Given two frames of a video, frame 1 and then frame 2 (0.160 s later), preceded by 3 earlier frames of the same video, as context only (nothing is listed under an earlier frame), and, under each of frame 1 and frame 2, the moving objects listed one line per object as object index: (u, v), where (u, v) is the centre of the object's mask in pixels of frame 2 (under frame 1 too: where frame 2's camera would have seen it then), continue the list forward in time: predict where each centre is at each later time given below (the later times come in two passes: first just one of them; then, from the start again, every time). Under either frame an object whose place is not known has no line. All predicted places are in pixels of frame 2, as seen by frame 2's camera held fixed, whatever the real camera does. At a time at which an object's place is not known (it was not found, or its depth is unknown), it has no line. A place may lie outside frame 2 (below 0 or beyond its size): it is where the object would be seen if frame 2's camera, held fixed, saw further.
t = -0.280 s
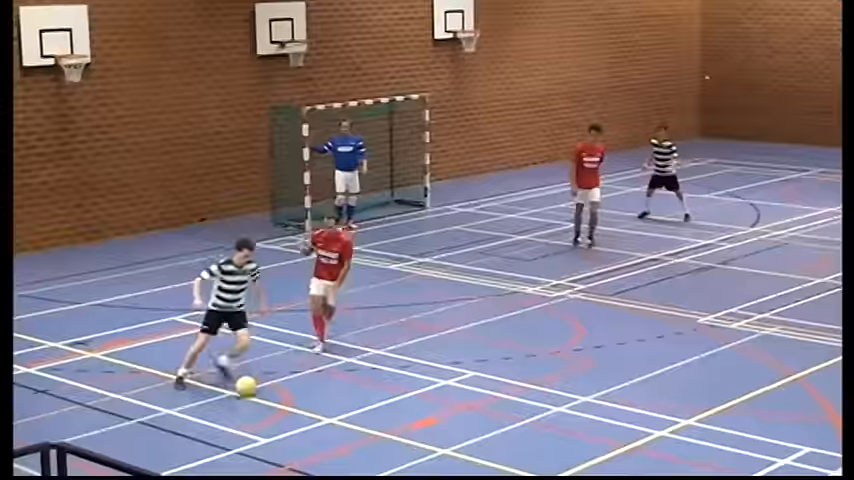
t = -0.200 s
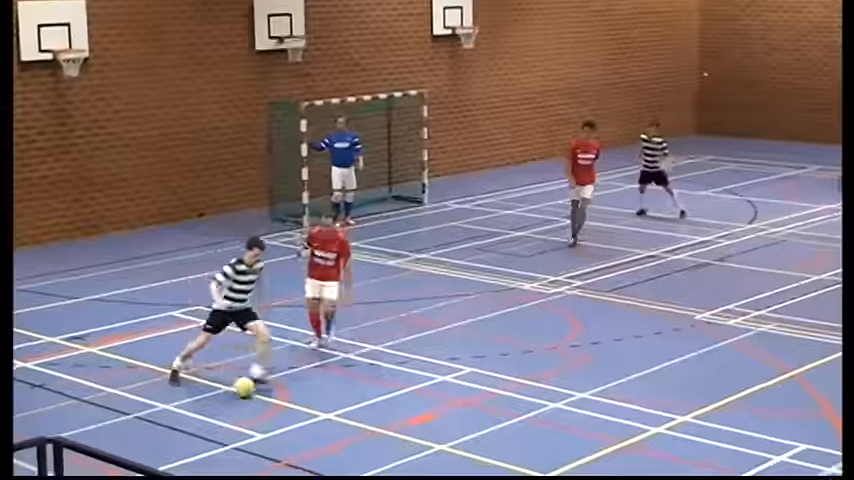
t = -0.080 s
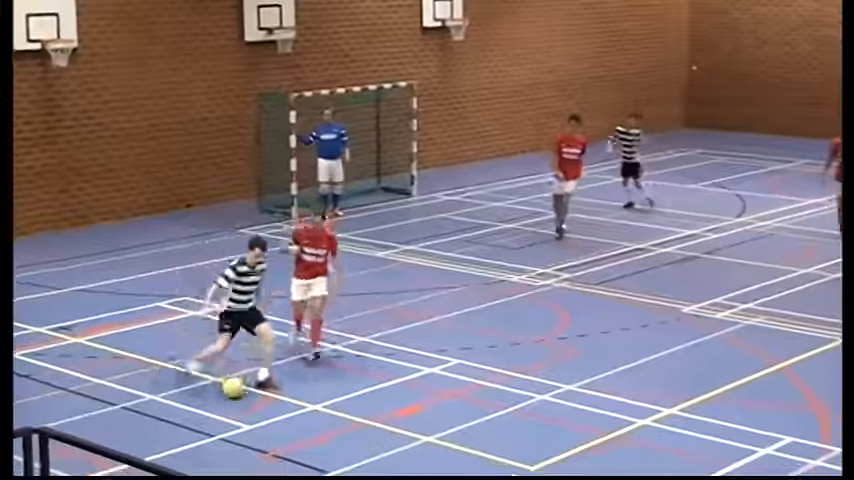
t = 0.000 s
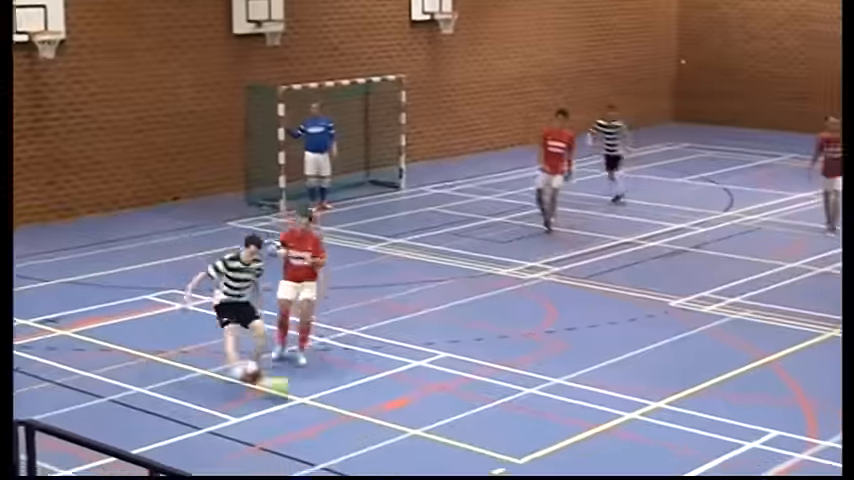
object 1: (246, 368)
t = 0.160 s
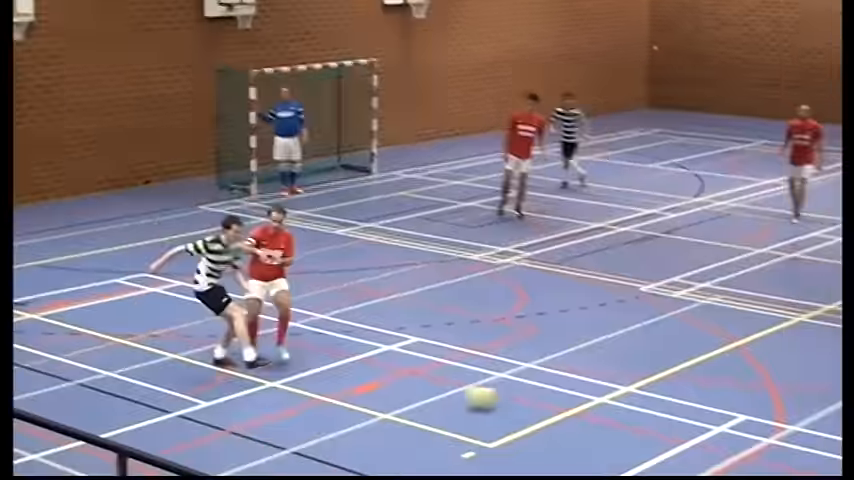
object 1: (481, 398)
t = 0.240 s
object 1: (593, 412)
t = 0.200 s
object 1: (536, 405)
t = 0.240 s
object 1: (593, 412)
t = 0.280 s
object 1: (652, 416)
